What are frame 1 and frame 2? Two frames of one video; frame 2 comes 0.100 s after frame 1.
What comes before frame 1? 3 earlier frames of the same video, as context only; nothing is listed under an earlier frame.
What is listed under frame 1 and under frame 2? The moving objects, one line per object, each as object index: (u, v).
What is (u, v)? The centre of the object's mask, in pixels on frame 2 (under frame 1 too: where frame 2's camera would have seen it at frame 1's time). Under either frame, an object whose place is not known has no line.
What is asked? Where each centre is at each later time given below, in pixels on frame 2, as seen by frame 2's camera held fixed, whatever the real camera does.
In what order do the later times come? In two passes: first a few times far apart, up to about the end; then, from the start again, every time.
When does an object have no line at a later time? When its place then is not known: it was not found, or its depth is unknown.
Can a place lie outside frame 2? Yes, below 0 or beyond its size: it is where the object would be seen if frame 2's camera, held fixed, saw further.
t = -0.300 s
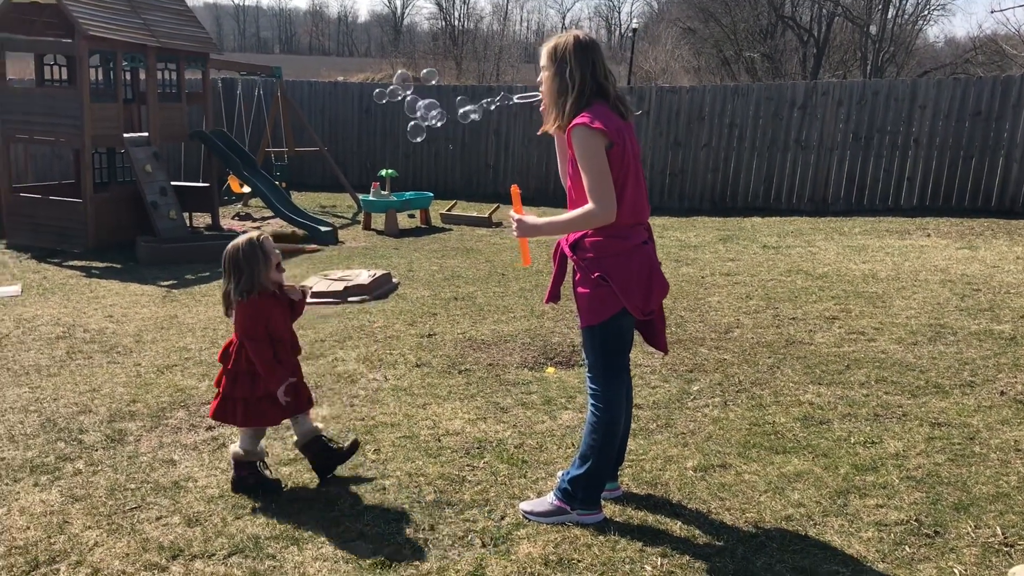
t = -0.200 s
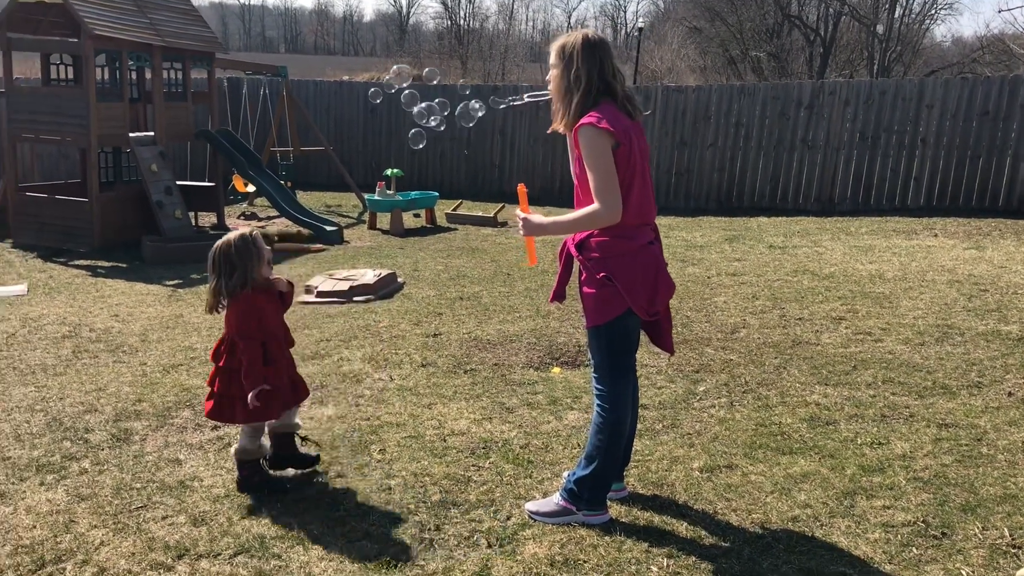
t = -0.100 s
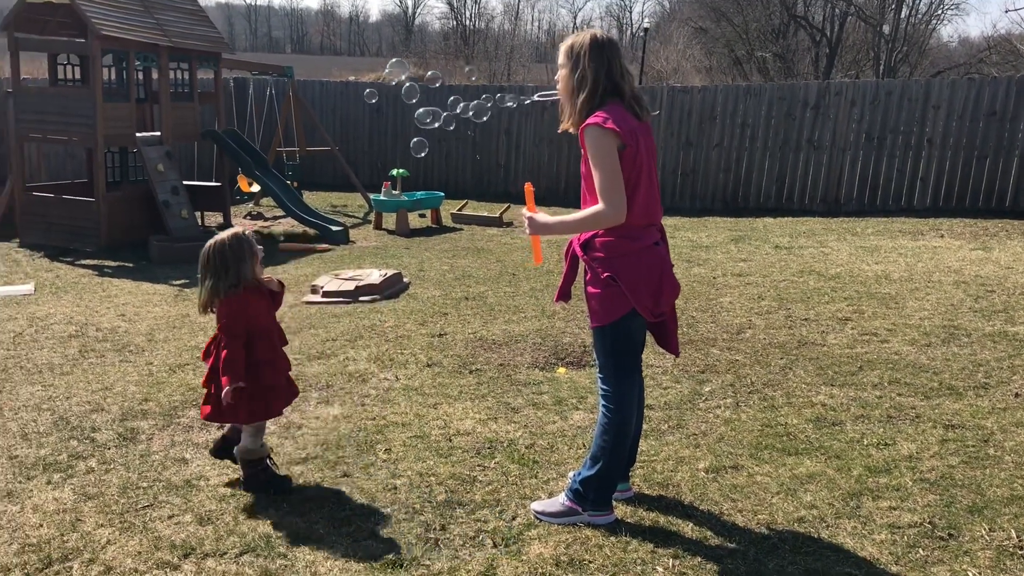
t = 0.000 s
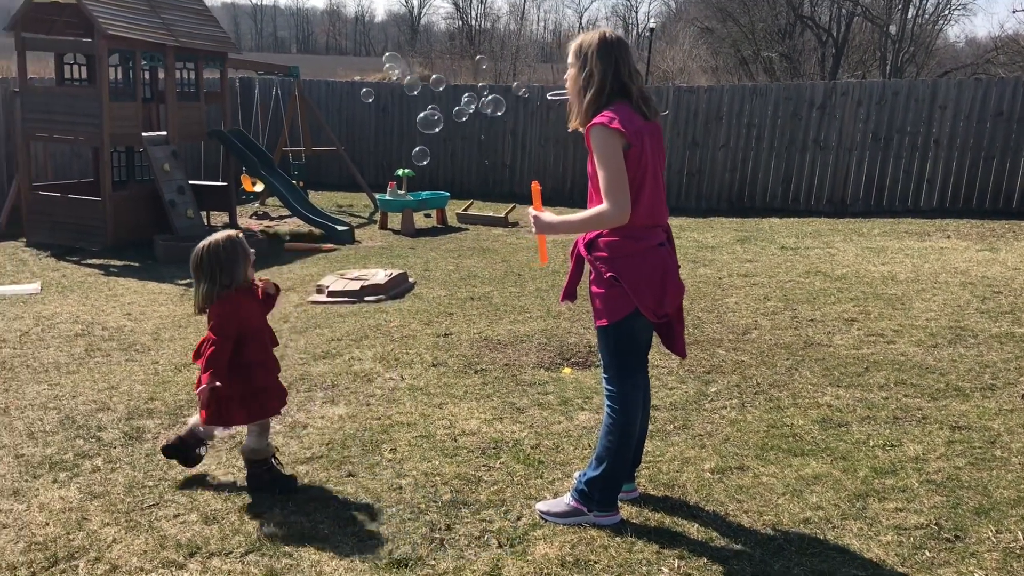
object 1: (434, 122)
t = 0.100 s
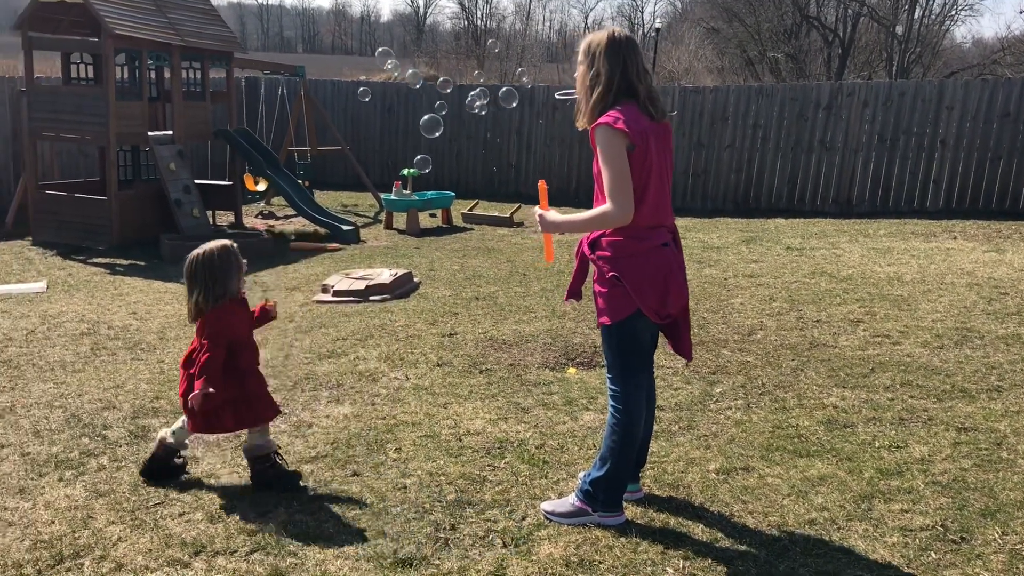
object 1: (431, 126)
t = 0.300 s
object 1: (426, 135)
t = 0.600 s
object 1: (422, 149)
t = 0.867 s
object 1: (423, 156)
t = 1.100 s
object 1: (431, 159)
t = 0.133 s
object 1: (430, 127)
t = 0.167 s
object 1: (430, 129)
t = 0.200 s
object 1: (429, 130)
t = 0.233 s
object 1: (428, 131)
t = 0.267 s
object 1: (427, 133)
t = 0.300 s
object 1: (426, 135)
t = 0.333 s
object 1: (426, 136)
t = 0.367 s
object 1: (425, 138)
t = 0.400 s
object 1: (424, 140)
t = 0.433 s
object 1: (424, 141)
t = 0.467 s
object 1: (423, 143)
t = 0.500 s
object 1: (423, 144)
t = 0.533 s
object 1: (423, 146)
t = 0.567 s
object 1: (422, 147)
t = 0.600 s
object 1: (422, 149)
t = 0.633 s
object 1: (422, 150)
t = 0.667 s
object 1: (422, 151)
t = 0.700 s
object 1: (422, 152)
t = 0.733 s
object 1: (422, 154)
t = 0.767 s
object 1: (422, 154)
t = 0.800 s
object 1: (422, 155)
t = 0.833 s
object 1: (423, 156)
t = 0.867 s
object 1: (423, 156)
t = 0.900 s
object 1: (424, 157)
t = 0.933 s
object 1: (425, 157)
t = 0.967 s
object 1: (426, 157)
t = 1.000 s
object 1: (427, 158)
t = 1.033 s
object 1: (428, 158)
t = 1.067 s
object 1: (429, 158)
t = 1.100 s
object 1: (431, 159)
